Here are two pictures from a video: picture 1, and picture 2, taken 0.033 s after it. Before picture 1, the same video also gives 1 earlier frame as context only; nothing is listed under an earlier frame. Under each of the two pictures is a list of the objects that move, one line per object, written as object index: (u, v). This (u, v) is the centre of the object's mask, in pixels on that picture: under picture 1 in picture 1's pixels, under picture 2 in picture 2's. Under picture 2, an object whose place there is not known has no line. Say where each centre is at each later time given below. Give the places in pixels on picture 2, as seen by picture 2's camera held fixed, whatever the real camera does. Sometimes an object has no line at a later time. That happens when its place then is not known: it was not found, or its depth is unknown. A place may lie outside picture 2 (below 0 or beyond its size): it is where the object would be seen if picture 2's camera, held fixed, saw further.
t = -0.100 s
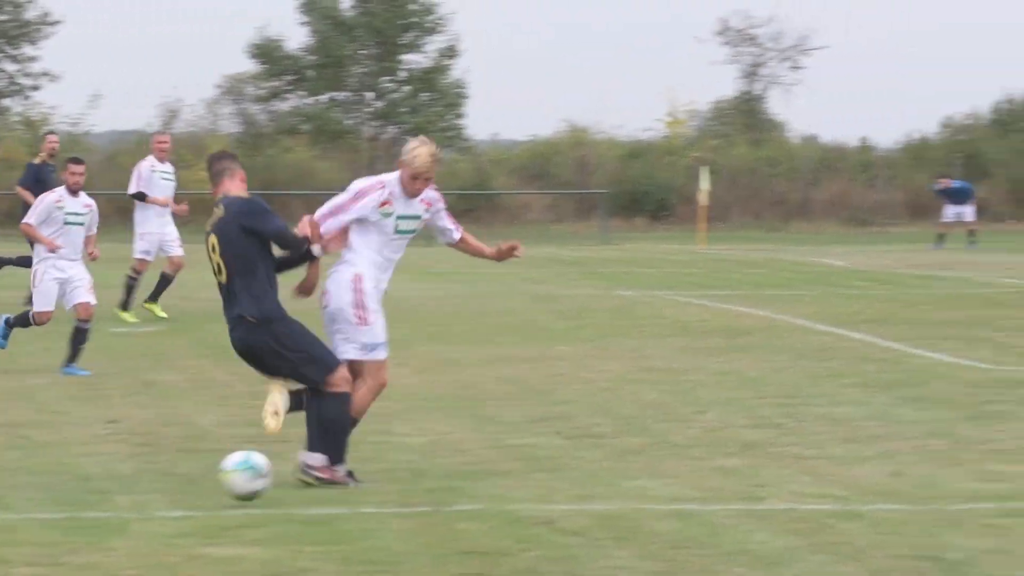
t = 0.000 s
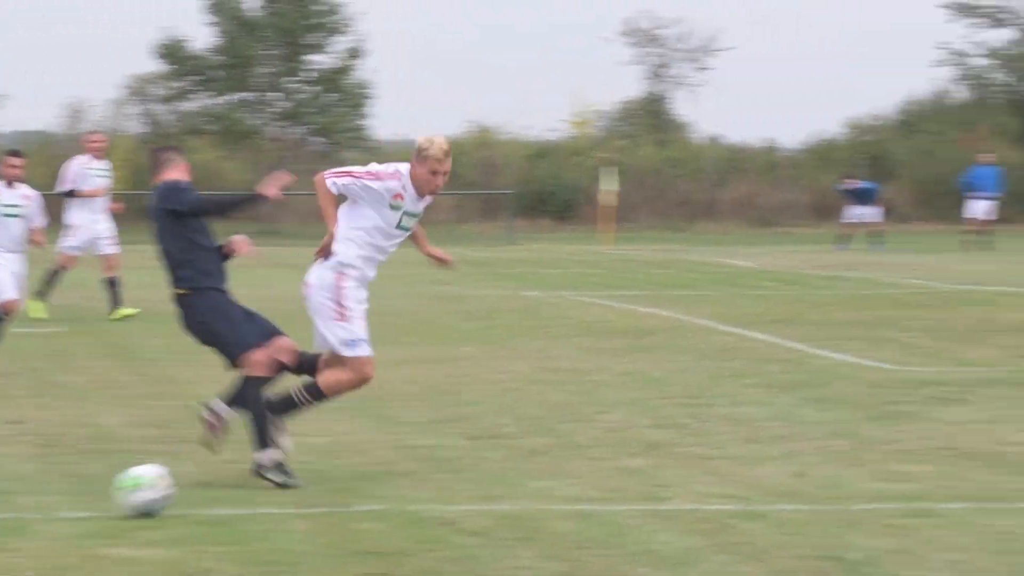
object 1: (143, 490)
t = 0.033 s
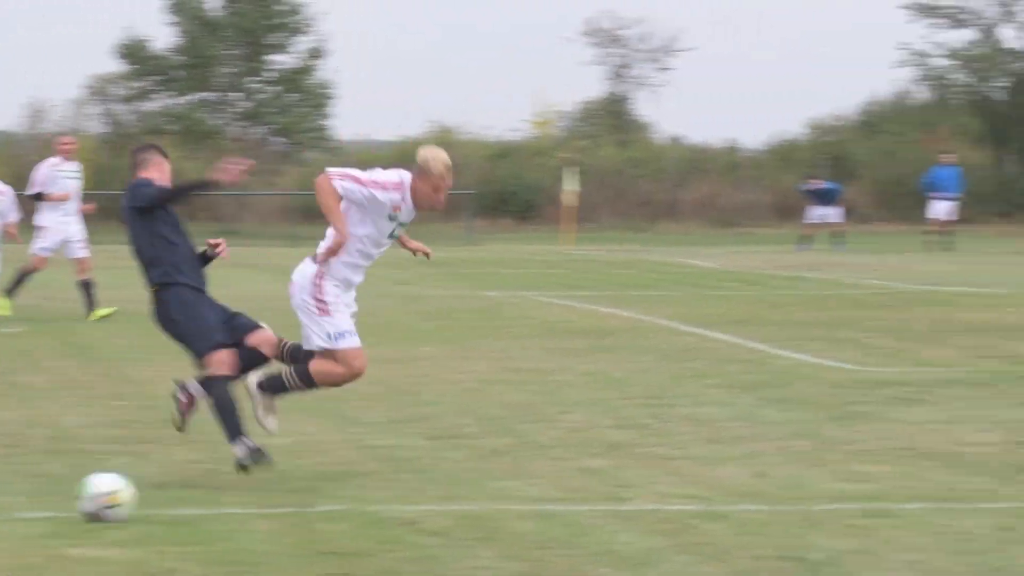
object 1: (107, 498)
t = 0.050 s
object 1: (107, 495)
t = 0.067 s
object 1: (109, 493)
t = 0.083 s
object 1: (109, 491)
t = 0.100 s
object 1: (111, 490)
